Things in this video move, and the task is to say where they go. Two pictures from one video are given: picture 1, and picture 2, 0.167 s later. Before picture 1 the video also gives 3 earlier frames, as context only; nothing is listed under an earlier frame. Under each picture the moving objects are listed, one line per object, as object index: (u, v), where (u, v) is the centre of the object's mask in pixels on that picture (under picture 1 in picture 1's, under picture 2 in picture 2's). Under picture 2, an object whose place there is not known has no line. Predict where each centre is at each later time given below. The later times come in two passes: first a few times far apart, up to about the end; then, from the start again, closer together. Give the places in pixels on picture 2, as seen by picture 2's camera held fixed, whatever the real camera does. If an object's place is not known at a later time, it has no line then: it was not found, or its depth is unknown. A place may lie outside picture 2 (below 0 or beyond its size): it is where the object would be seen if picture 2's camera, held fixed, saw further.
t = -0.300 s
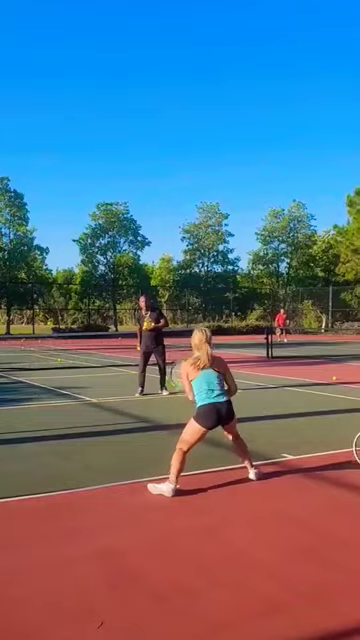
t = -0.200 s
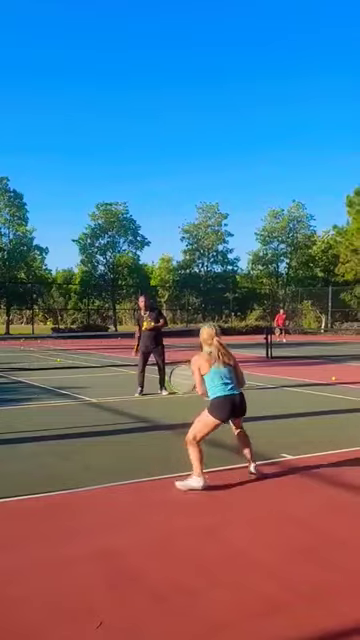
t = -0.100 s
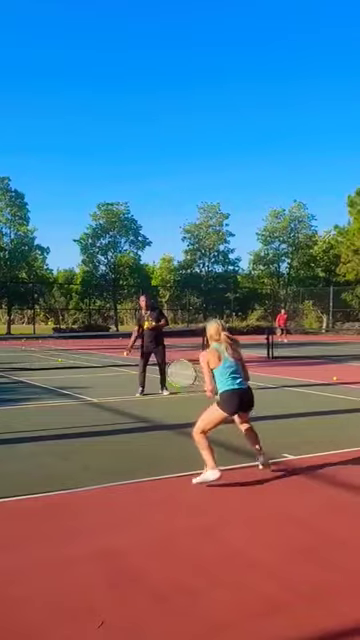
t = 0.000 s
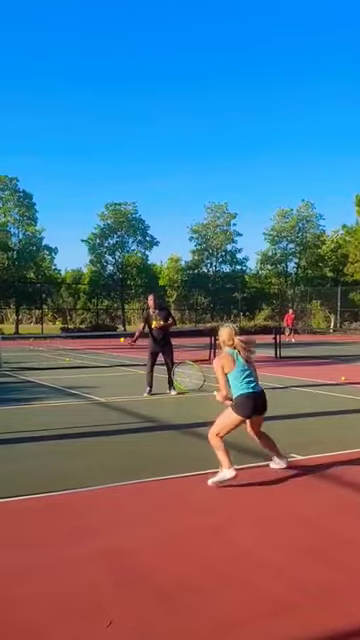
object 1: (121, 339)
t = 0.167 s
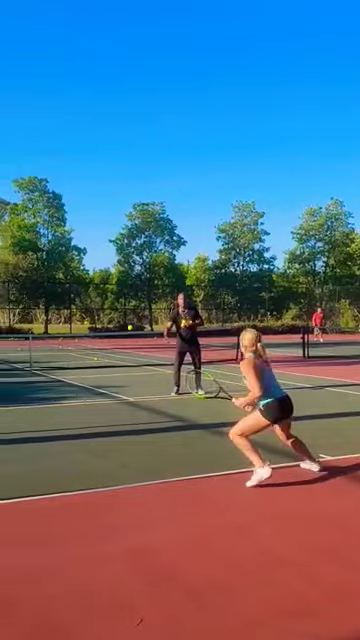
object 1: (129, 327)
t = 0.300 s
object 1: (111, 329)
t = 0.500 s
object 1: (77, 362)
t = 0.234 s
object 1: (120, 327)
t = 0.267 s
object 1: (116, 328)
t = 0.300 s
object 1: (111, 329)
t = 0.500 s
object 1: (77, 362)
